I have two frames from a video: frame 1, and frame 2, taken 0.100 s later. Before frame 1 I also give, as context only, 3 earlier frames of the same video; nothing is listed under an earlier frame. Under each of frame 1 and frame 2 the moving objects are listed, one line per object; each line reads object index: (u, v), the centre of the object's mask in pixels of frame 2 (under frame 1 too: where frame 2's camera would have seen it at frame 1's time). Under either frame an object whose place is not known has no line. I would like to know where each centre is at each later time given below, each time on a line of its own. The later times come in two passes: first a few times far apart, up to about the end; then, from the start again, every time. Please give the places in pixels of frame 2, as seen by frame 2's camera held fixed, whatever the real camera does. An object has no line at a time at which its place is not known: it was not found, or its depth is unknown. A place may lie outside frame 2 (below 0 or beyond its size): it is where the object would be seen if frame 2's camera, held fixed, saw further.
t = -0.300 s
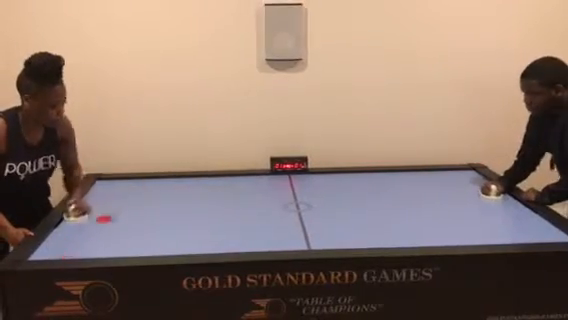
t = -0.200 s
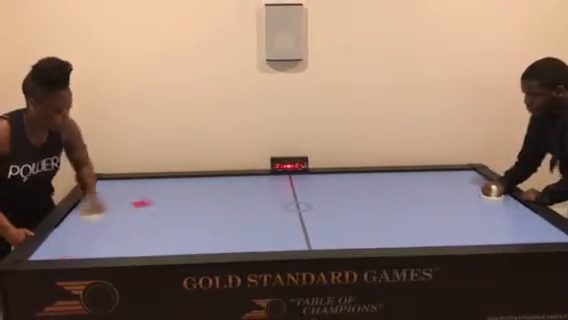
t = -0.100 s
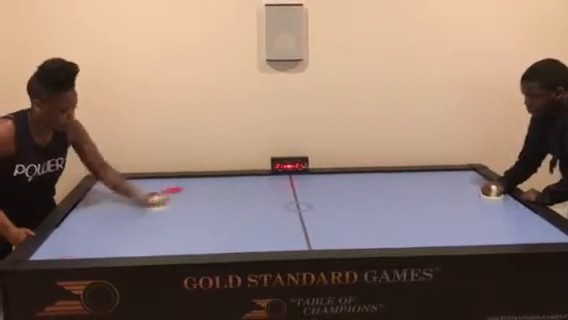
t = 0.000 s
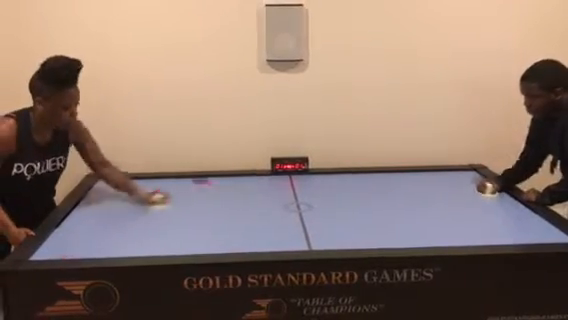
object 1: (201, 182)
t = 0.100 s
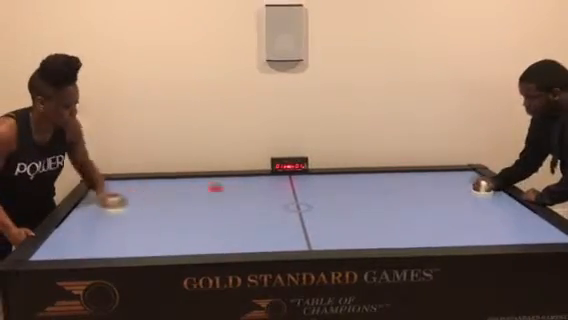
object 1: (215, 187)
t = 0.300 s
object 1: (253, 208)
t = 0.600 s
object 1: (328, 246)
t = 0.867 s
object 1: (361, 218)
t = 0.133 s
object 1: (222, 191)
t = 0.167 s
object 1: (228, 195)
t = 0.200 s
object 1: (232, 198)
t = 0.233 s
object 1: (239, 202)
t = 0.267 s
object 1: (246, 205)
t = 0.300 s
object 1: (253, 208)
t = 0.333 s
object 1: (260, 212)
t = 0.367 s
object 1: (267, 216)
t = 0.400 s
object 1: (275, 220)
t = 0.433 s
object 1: (282, 224)
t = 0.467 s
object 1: (291, 228)
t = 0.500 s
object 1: (299, 233)
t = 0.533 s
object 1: (309, 238)
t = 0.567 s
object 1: (317, 242)
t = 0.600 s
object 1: (328, 246)
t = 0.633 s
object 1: (334, 244)
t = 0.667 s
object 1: (337, 241)
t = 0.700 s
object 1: (341, 236)
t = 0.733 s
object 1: (345, 233)
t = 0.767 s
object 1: (349, 229)
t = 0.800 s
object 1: (353, 225)
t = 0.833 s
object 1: (357, 222)
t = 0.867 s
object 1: (361, 218)
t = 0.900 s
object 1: (364, 214)
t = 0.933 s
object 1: (367, 212)
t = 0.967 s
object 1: (370, 208)
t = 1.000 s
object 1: (373, 205)
